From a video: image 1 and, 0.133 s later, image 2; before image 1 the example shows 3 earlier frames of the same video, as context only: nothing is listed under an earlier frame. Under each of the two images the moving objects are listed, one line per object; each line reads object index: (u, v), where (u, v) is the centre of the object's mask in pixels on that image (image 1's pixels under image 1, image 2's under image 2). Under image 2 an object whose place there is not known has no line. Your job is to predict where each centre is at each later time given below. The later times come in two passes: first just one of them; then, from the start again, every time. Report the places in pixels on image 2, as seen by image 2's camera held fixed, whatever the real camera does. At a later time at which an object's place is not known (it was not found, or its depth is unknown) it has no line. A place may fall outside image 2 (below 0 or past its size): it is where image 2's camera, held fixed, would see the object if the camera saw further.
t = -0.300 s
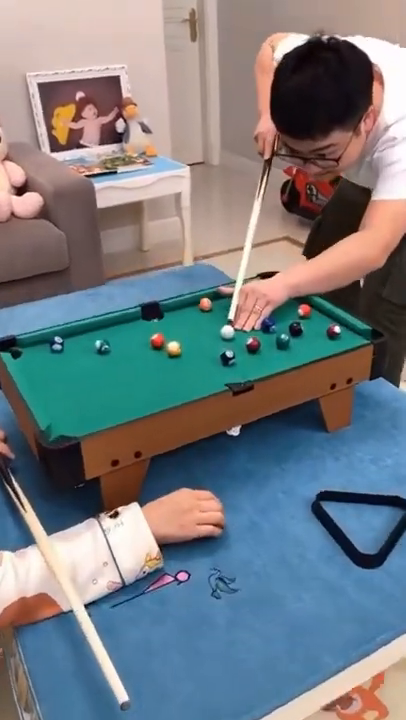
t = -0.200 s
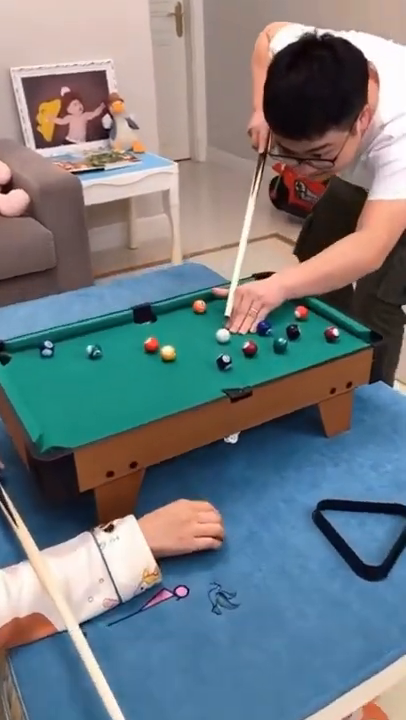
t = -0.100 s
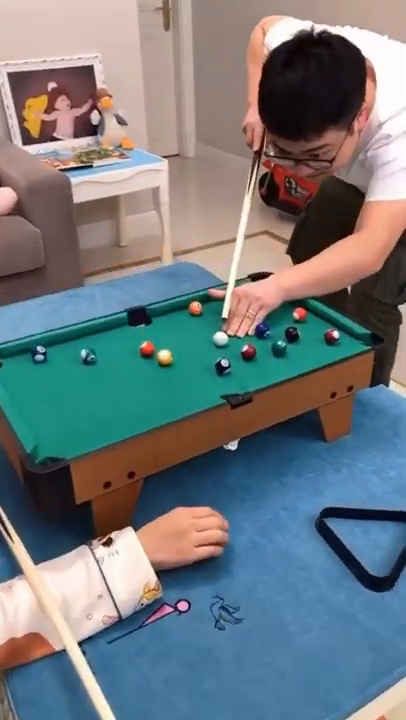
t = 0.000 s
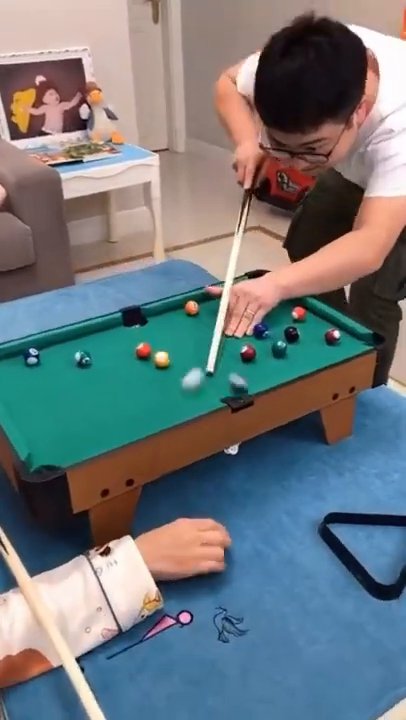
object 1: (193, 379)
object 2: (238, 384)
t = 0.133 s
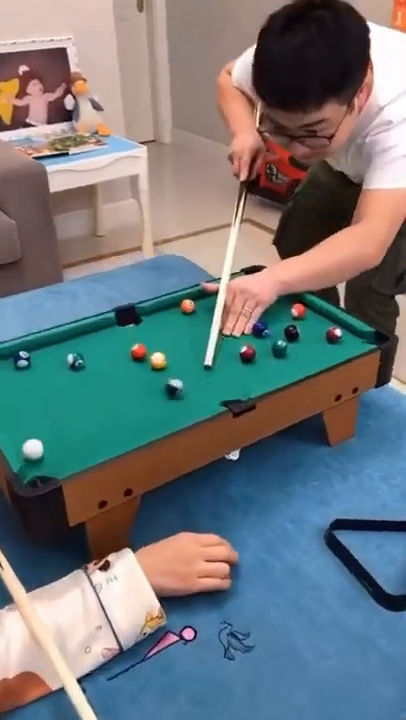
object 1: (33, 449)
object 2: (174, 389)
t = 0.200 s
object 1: (43, 428)
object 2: (140, 387)
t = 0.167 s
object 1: (42, 437)
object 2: (156, 388)
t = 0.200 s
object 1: (43, 428)
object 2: (140, 387)
